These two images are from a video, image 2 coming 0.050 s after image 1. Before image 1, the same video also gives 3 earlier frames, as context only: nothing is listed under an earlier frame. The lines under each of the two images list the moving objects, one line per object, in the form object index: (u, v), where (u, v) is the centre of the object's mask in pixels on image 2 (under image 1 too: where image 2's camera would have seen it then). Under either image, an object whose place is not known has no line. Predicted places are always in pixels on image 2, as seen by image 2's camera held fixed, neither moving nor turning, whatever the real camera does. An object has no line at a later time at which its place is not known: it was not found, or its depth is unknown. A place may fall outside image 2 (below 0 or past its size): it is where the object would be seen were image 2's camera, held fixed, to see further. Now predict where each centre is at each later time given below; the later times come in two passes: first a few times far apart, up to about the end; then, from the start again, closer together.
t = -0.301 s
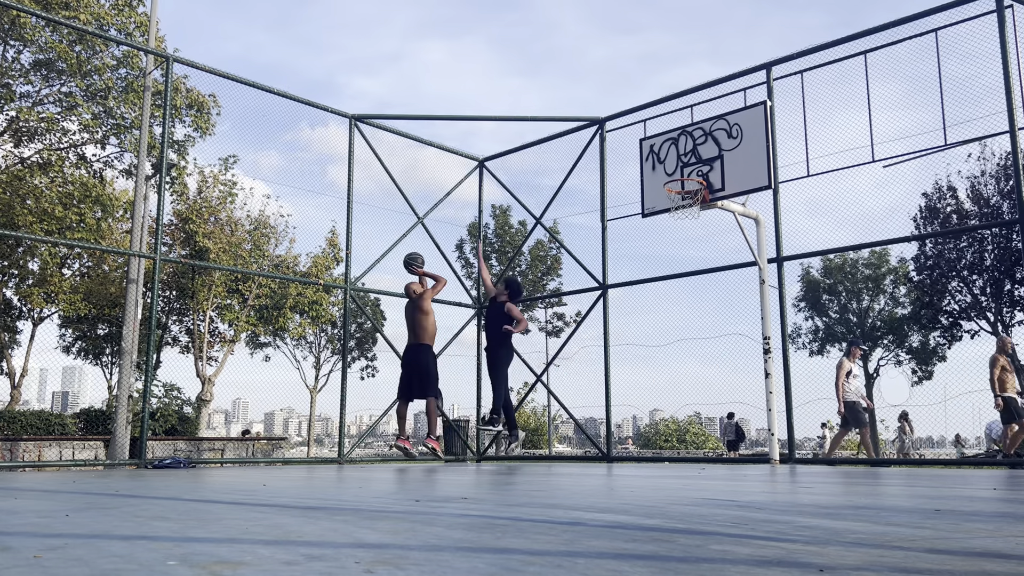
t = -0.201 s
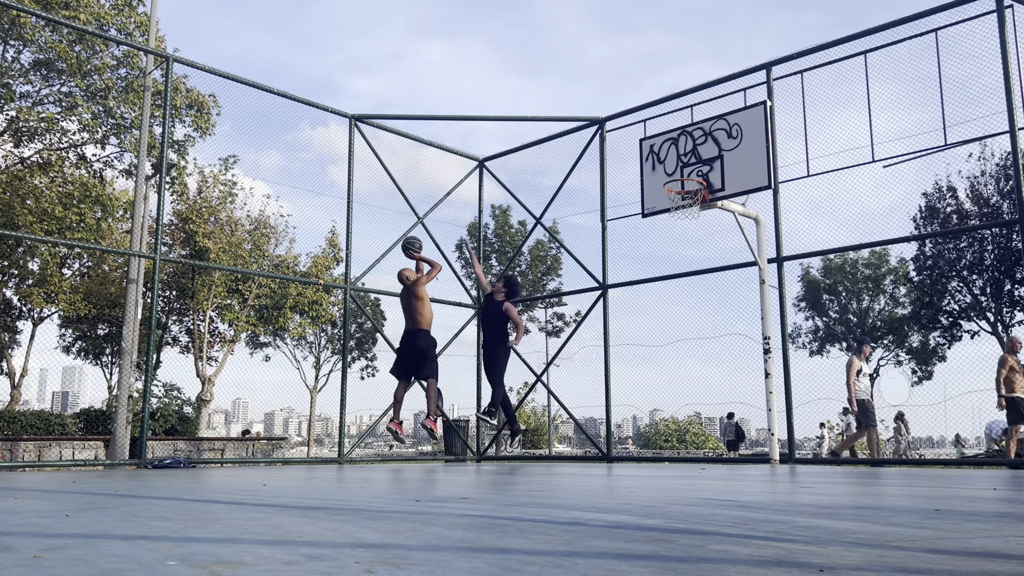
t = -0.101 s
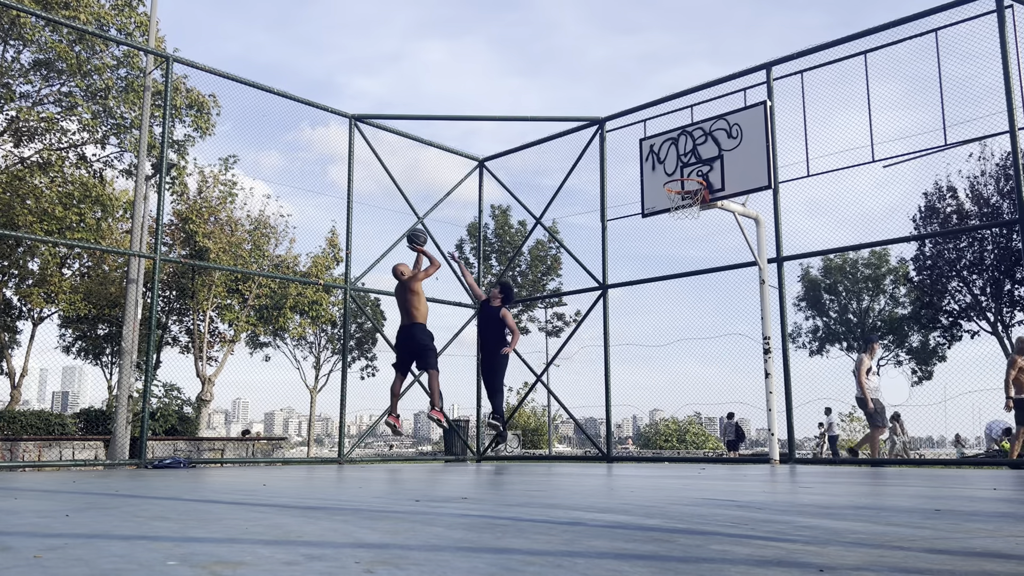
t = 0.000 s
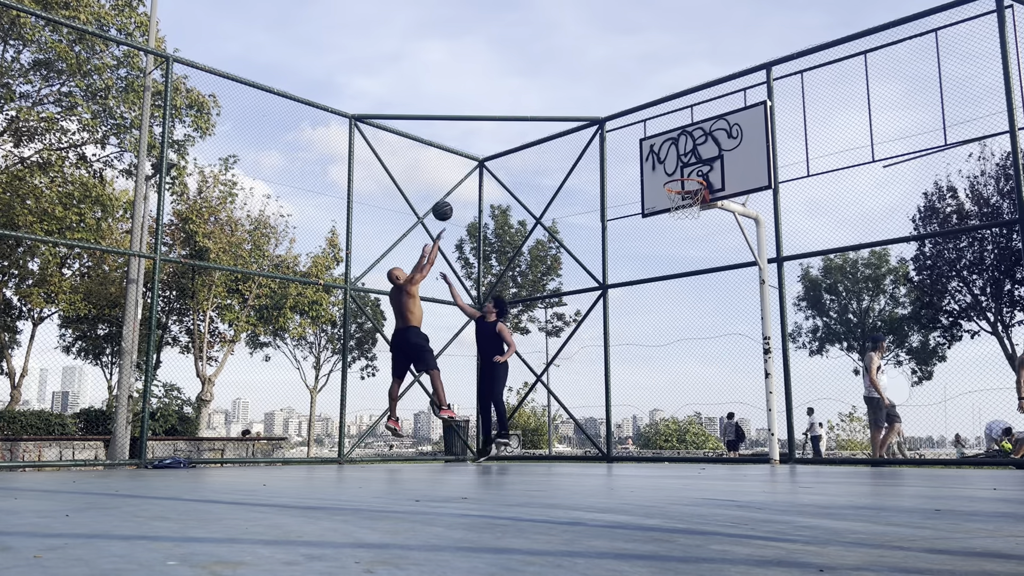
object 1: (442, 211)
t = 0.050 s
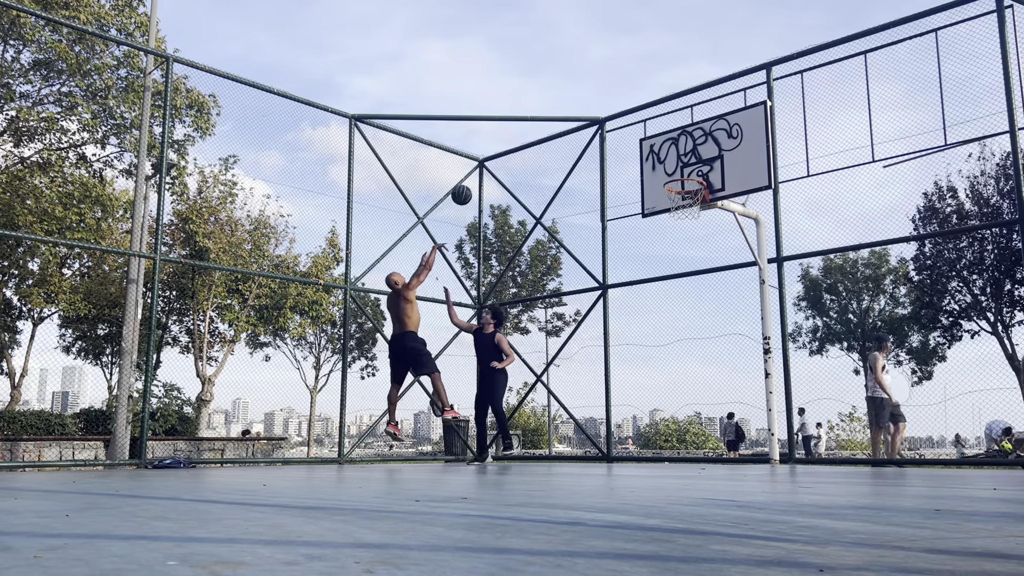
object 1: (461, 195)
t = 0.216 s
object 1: (523, 158)
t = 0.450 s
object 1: (605, 144)
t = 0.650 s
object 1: (673, 166)
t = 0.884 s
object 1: (681, 199)
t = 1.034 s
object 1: (673, 216)
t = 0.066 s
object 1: (468, 190)
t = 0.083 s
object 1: (474, 185)
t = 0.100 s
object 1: (480, 181)
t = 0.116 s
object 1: (486, 177)
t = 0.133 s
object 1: (492, 173)
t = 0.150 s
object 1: (499, 170)
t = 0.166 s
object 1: (505, 166)
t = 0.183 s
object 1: (511, 163)
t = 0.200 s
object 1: (517, 161)
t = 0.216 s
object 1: (523, 158)
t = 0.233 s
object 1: (528, 155)
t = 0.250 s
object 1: (534, 153)
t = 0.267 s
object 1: (540, 151)
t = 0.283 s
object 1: (546, 149)
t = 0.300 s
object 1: (552, 148)
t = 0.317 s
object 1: (558, 147)
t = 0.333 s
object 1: (564, 146)
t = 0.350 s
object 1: (570, 145)
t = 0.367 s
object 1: (576, 144)
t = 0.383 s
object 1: (582, 144)
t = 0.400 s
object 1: (587, 144)
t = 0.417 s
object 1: (593, 144)
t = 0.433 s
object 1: (599, 143)
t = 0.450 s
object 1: (605, 144)
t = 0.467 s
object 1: (611, 145)
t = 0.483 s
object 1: (616, 146)
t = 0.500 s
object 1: (622, 146)
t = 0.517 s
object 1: (628, 148)
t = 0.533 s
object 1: (634, 149)
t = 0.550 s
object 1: (639, 151)
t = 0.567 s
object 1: (645, 153)
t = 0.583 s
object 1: (651, 155)
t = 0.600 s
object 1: (657, 157)
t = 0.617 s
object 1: (663, 159)
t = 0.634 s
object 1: (668, 162)
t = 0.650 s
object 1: (673, 166)
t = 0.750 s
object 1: (680, 180)
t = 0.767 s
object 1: (680, 183)
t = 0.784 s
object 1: (679, 185)
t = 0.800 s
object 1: (680, 190)
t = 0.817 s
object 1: (680, 192)
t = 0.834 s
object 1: (680, 197)
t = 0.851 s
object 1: (680, 199)
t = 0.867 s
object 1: (680, 199)
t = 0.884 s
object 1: (681, 199)
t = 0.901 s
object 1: (676, 204)
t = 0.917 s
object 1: (676, 203)
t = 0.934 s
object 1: (676, 204)
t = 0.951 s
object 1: (676, 205)
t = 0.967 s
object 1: (675, 207)
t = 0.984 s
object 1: (675, 209)
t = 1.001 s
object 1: (675, 211)
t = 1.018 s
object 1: (674, 214)
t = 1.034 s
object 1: (673, 216)
